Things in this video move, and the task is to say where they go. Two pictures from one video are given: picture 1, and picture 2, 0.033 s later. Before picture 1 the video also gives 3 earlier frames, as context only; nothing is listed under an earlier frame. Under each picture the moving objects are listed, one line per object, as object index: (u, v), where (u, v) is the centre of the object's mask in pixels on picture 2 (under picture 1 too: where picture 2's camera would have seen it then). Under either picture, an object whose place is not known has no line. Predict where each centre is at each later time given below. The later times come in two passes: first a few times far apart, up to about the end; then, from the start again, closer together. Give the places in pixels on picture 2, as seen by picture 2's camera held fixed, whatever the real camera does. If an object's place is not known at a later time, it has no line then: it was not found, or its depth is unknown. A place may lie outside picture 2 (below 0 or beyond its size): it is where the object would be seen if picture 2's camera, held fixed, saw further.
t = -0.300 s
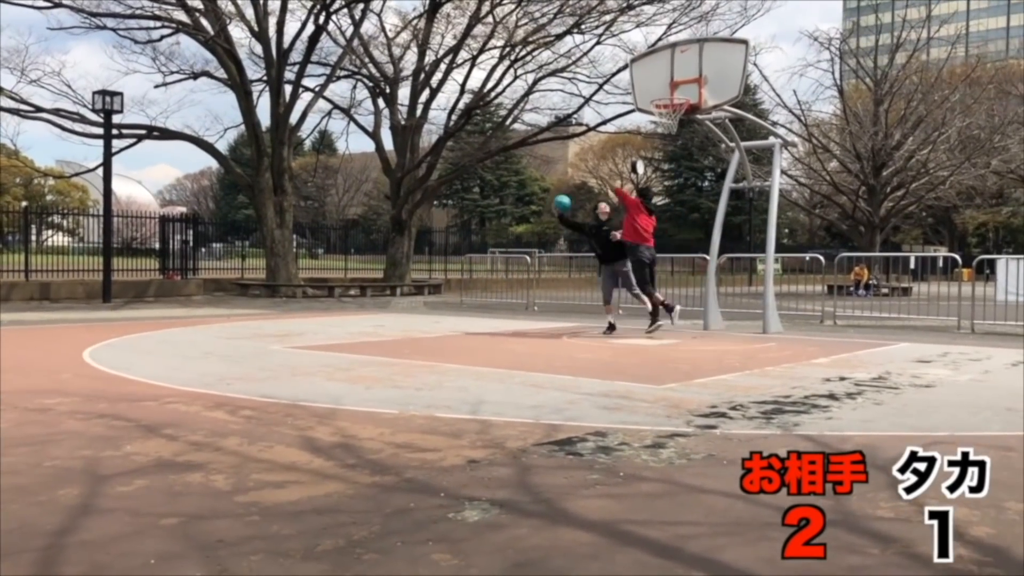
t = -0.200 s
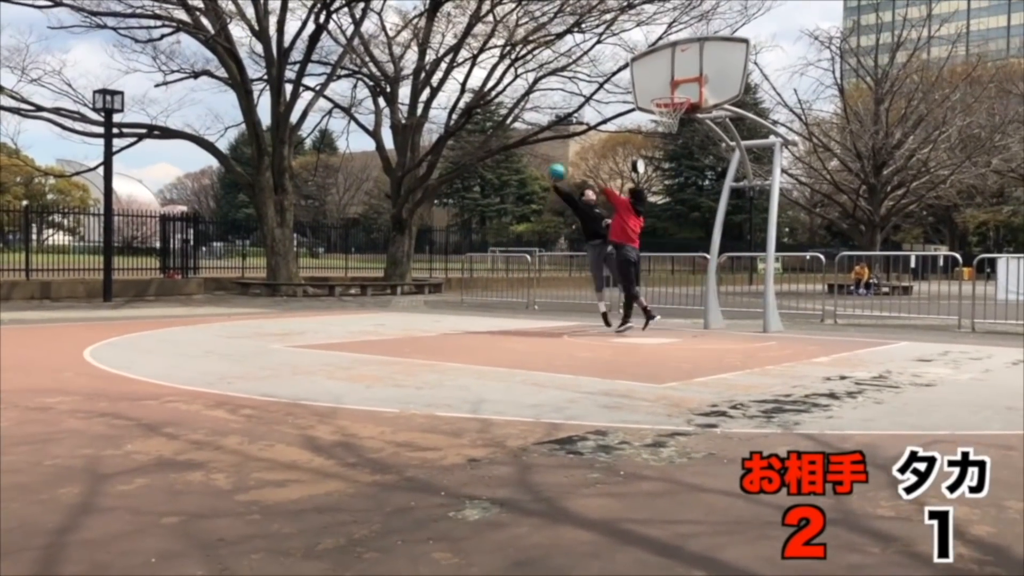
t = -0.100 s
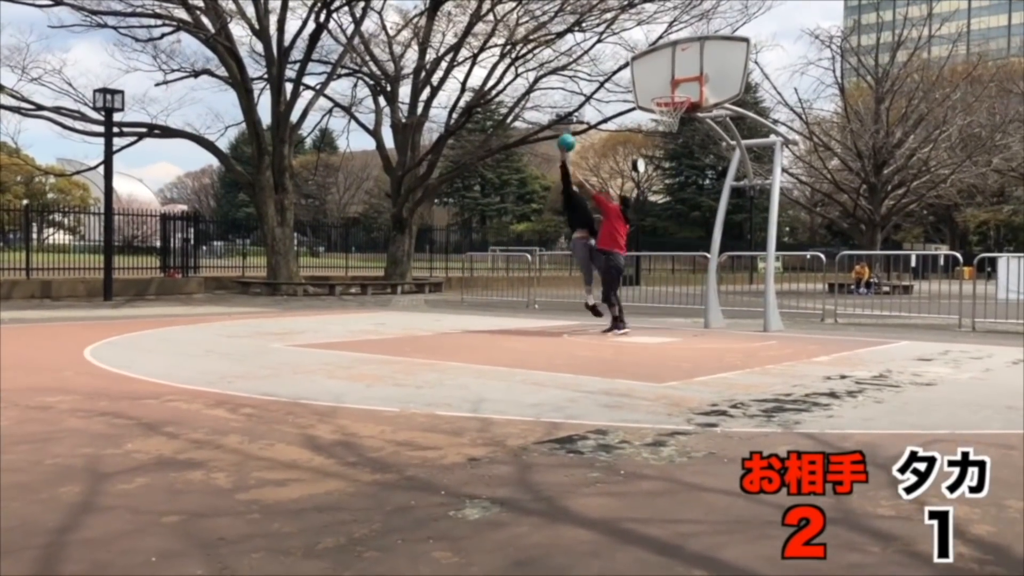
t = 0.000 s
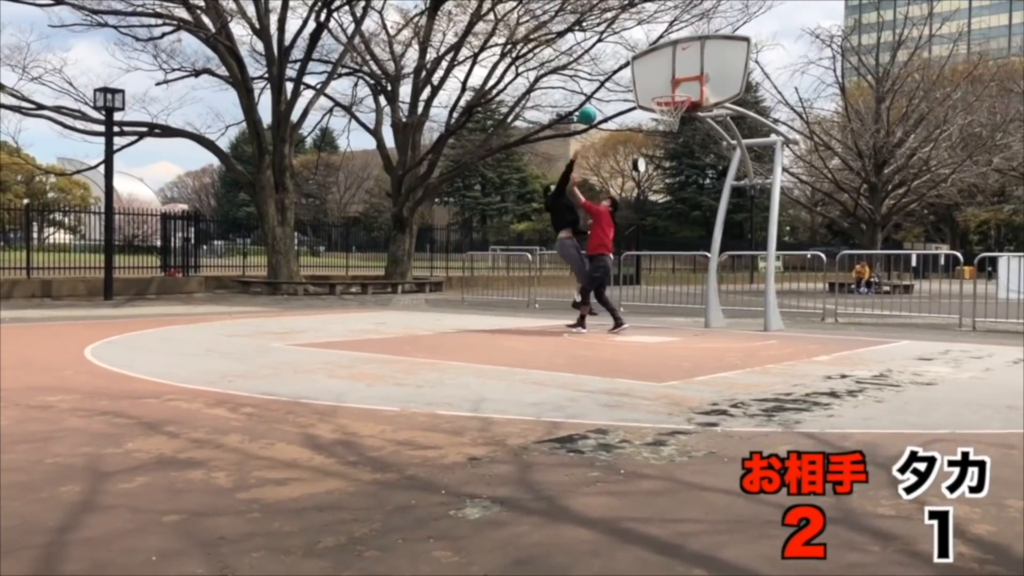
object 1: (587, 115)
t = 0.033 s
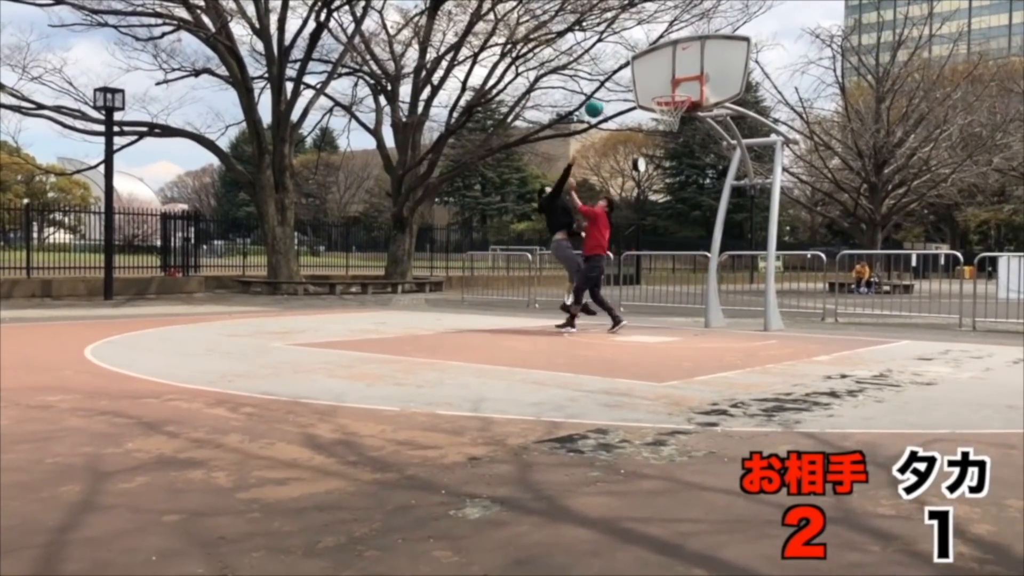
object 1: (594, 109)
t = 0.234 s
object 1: (634, 83)
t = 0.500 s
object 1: (665, 88)
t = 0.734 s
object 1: (662, 77)
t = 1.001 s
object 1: (654, 111)
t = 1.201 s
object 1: (648, 172)
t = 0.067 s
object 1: (601, 102)
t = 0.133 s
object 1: (614, 92)
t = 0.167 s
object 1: (622, 87)
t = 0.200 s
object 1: (627, 85)
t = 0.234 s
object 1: (634, 83)
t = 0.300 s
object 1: (647, 81)
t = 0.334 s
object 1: (654, 81)
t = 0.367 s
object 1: (660, 83)
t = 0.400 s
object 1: (665, 85)
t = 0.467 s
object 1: (665, 88)
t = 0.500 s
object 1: (665, 88)
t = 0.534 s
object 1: (665, 85)
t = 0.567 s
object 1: (664, 82)
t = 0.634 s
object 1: (663, 77)
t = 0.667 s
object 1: (663, 76)
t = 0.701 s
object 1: (662, 76)
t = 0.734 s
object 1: (662, 77)
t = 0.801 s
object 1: (660, 82)
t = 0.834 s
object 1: (659, 85)
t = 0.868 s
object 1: (658, 89)
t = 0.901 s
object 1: (657, 93)
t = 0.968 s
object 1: (655, 104)
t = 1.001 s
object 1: (654, 111)
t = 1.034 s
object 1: (653, 119)
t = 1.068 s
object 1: (653, 127)
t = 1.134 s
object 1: (650, 148)
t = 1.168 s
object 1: (649, 160)
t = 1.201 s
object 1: (648, 172)
